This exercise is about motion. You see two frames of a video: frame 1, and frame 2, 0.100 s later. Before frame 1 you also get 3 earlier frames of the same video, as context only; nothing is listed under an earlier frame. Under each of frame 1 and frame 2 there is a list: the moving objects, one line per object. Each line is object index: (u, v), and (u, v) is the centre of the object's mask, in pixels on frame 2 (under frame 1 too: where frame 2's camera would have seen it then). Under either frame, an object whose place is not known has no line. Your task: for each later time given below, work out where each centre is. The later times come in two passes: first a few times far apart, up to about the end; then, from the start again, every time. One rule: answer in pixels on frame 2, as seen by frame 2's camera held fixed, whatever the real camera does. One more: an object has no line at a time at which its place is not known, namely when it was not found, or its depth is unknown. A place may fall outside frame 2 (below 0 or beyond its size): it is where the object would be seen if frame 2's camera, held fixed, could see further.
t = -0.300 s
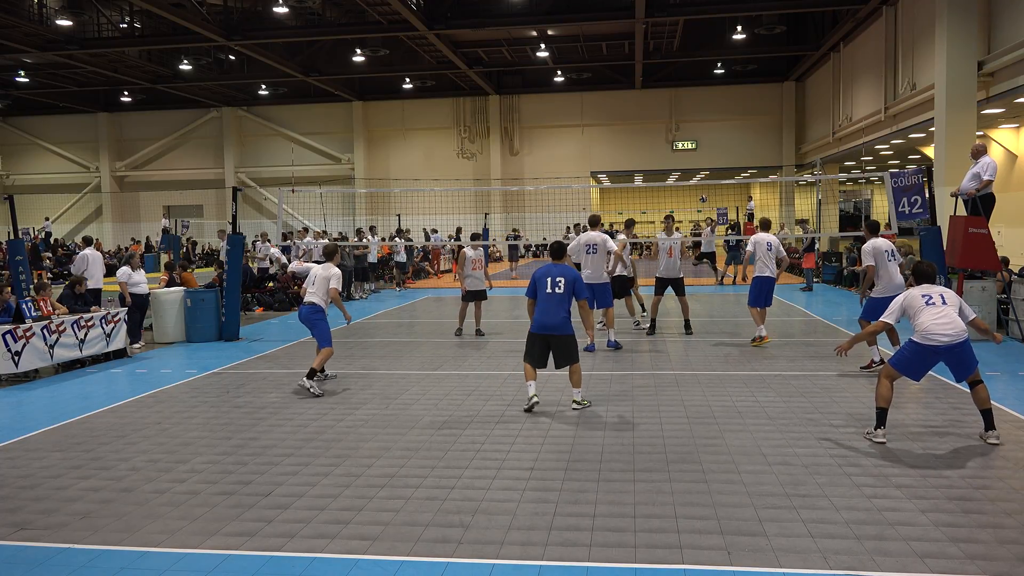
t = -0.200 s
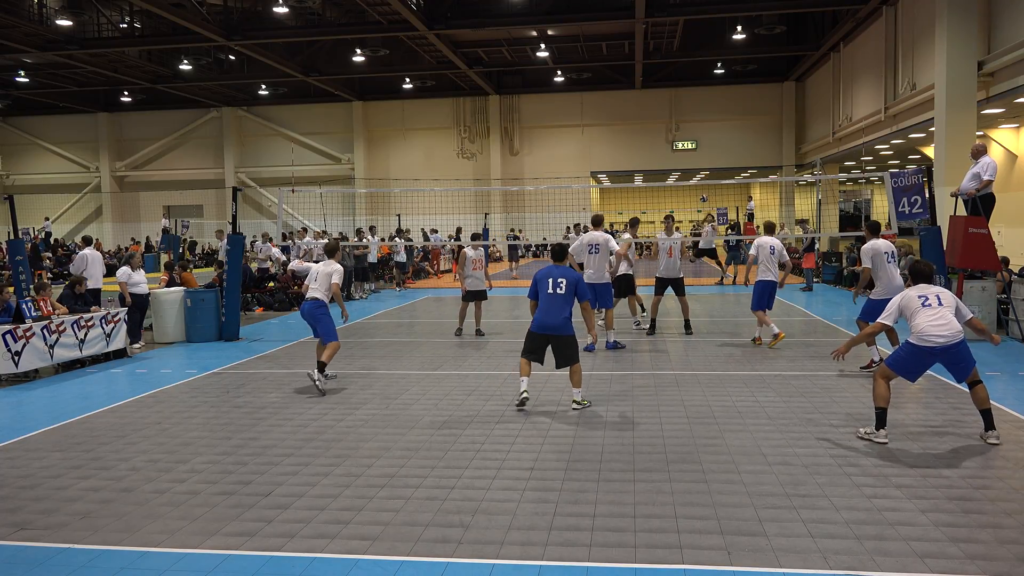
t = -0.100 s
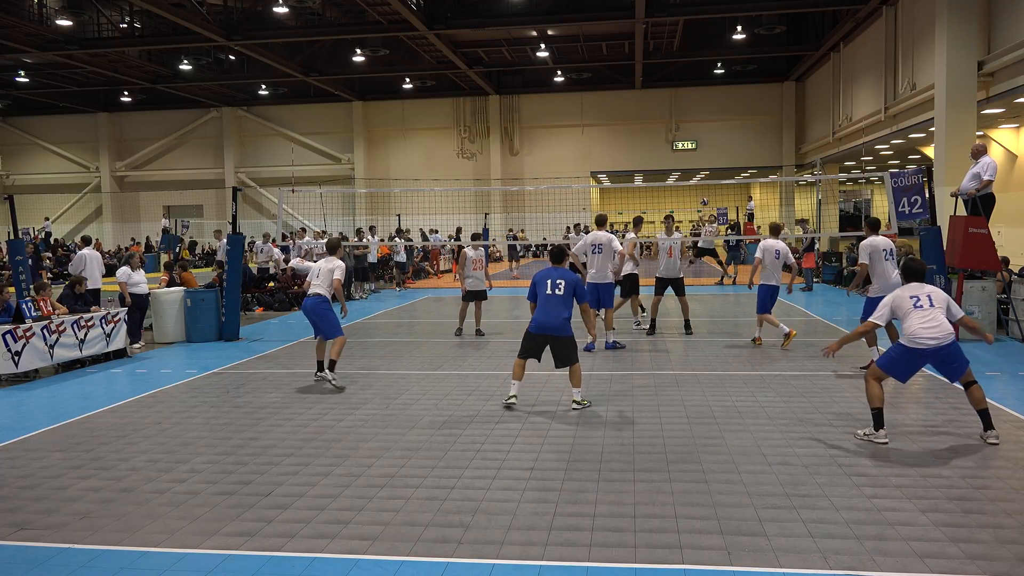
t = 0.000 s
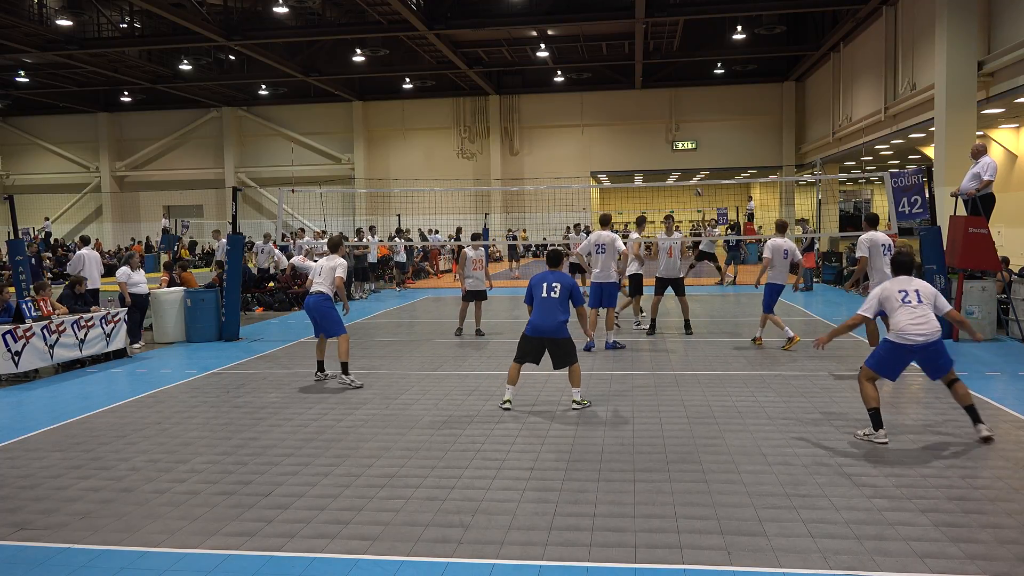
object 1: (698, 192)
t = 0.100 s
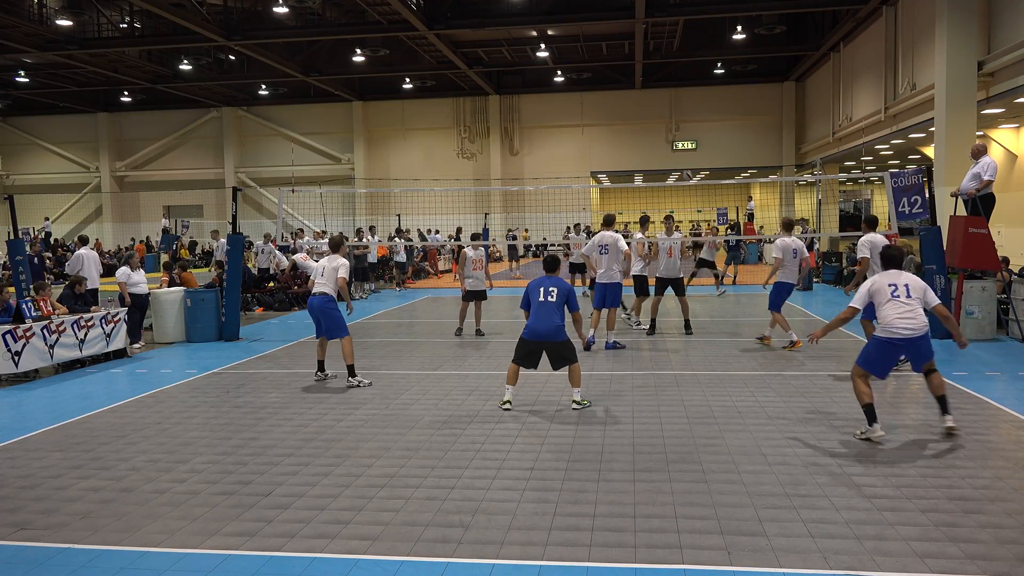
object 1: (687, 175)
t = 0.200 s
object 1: (676, 158)
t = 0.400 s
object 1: (652, 132)
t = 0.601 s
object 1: (622, 116)
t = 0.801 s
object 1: (586, 119)
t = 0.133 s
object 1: (684, 170)
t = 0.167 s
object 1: (680, 164)
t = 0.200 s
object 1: (676, 158)
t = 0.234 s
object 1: (672, 154)
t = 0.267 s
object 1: (669, 148)
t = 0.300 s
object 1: (665, 144)
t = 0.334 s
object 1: (660, 139)
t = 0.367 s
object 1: (656, 136)
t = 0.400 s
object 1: (652, 132)
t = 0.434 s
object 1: (648, 129)
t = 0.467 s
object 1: (643, 125)
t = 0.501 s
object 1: (638, 122)
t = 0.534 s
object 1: (633, 120)
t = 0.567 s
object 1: (628, 118)
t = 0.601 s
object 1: (622, 116)
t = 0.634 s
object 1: (617, 116)
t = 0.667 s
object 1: (611, 115)
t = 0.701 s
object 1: (606, 115)
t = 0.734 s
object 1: (600, 116)
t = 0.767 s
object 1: (593, 117)
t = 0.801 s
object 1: (586, 119)
